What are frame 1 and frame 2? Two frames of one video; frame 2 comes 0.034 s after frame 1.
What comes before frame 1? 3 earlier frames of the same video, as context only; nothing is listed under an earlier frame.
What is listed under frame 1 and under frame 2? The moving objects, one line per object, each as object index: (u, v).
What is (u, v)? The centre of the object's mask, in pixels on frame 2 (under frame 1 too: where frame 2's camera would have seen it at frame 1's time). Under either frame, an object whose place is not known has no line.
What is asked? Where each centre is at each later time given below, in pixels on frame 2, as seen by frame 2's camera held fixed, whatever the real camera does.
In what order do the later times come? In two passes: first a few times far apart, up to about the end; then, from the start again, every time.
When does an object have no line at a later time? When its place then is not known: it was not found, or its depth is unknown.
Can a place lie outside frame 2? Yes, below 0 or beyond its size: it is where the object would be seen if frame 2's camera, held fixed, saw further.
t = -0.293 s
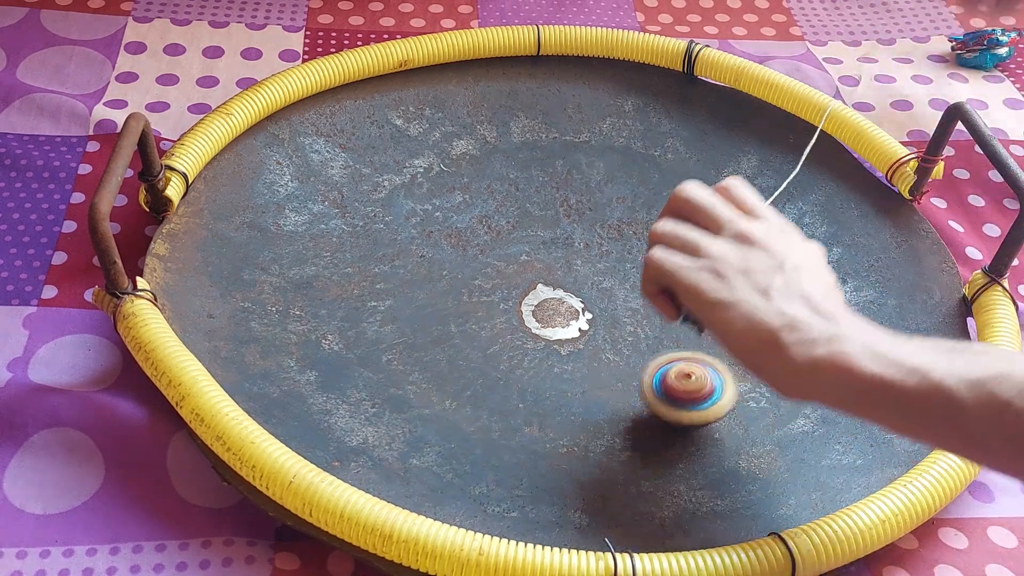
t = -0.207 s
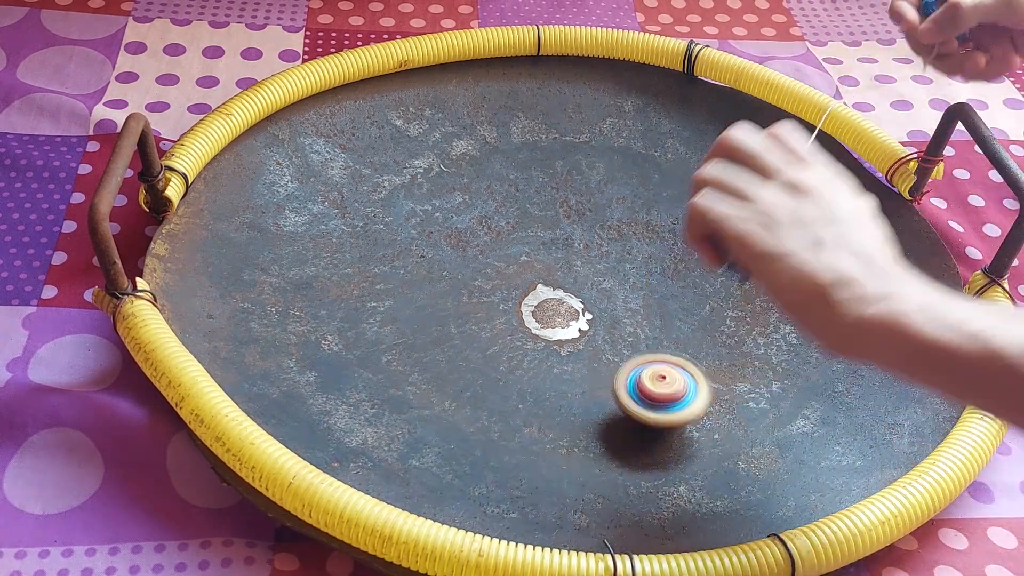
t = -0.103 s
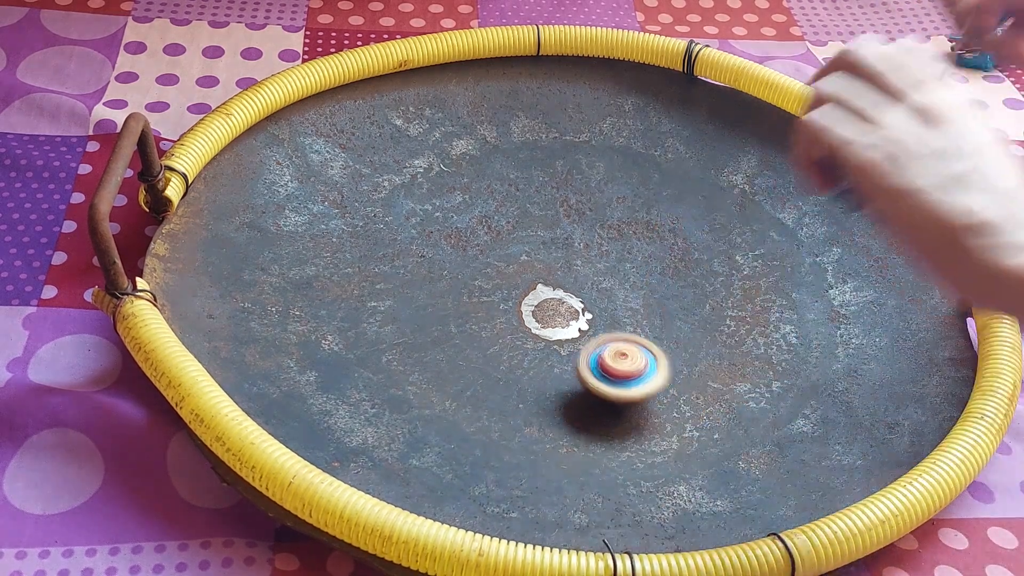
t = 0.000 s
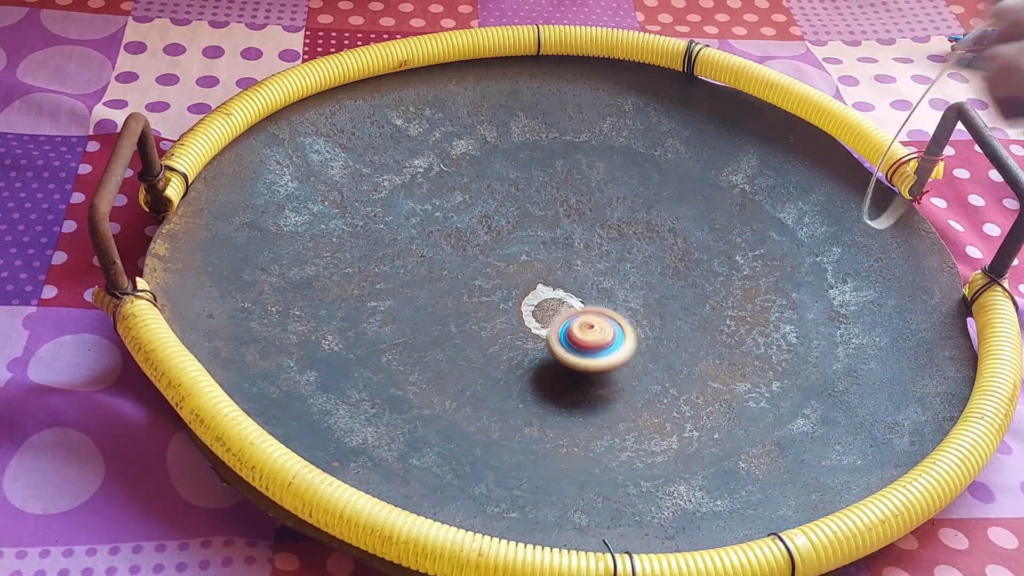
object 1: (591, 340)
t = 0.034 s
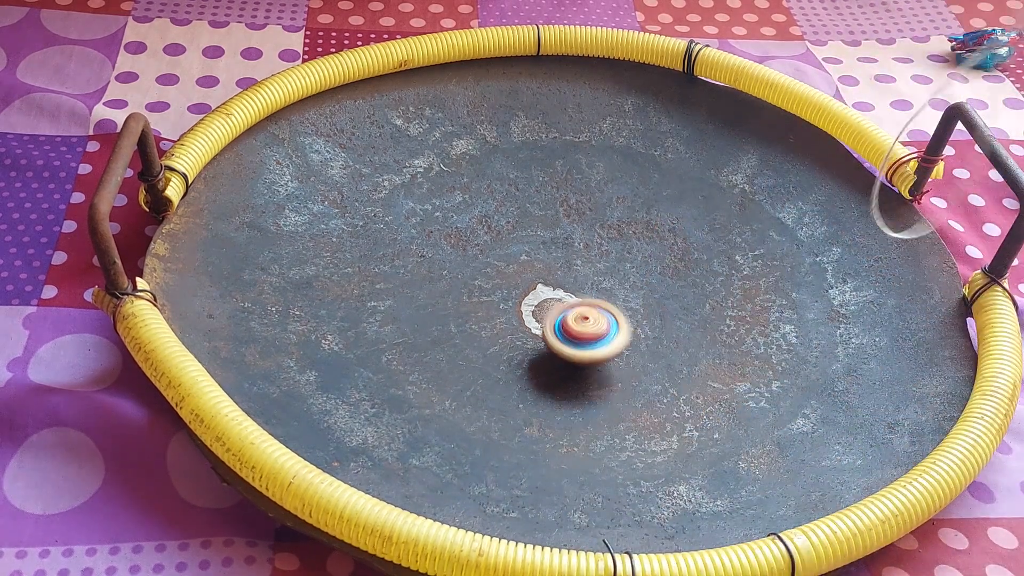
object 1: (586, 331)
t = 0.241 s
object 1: (592, 295)
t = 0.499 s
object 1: (619, 267)
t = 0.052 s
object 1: (585, 327)
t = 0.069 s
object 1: (583, 324)
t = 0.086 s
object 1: (581, 321)
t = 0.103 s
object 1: (581, 317)
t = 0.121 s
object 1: (581, 314)
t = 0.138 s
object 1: (581, 312)
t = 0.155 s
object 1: (582, 309)
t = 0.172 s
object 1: (583, 306)
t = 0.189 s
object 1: (586, 303)
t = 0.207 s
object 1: (588, 300)
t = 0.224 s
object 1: (590, 298)
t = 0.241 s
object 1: (592, 295)
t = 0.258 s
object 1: (593, 292)
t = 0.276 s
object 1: (596, 289)
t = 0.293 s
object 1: (598, 287)
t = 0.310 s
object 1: (600, 284)
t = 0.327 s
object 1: (601, 282)
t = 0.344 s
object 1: (603, 280)
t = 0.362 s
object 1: (605, 278)
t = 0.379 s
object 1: (606, 276)
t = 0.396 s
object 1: (607, 274)
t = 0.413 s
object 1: (608, 273)
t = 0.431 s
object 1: (610, 271)
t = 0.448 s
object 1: (612, 270)
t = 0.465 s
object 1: (614, 269)
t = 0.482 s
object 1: (616, 268)
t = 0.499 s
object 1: (619, 267)
